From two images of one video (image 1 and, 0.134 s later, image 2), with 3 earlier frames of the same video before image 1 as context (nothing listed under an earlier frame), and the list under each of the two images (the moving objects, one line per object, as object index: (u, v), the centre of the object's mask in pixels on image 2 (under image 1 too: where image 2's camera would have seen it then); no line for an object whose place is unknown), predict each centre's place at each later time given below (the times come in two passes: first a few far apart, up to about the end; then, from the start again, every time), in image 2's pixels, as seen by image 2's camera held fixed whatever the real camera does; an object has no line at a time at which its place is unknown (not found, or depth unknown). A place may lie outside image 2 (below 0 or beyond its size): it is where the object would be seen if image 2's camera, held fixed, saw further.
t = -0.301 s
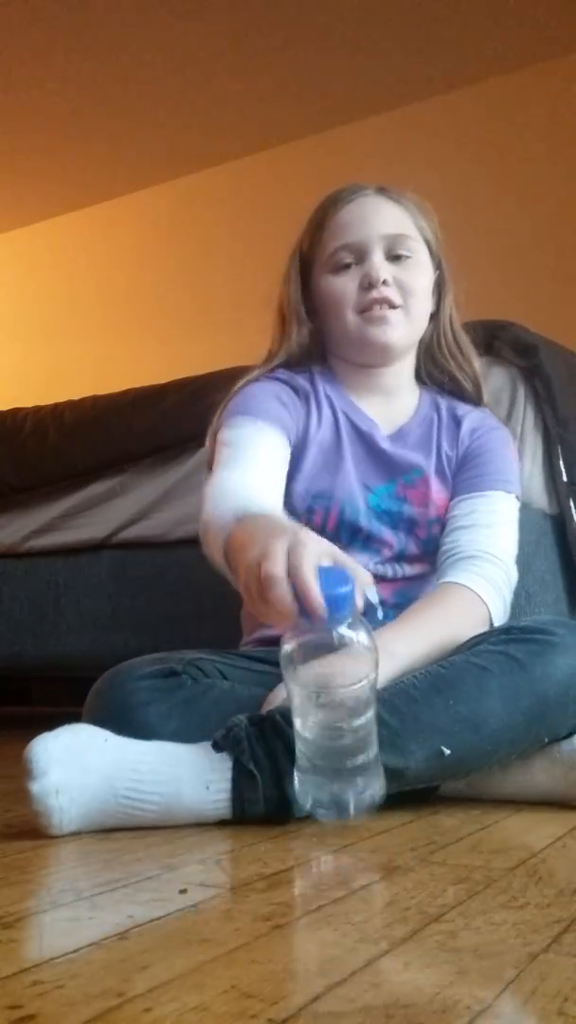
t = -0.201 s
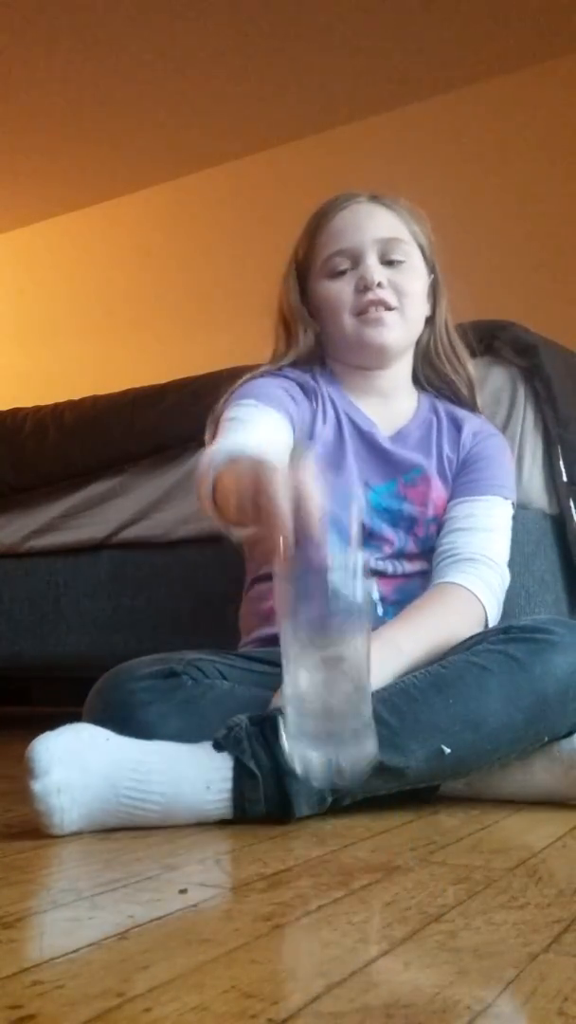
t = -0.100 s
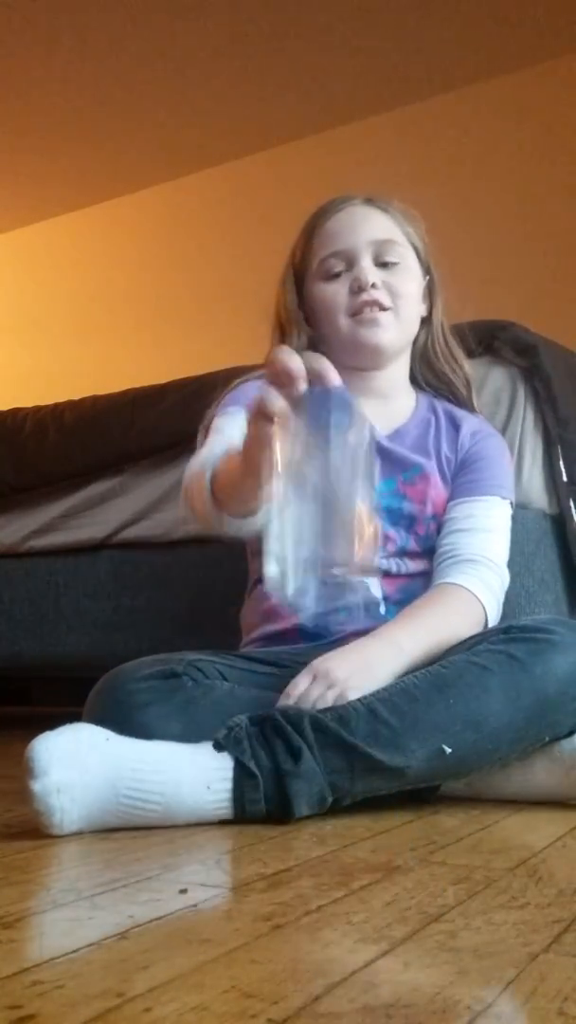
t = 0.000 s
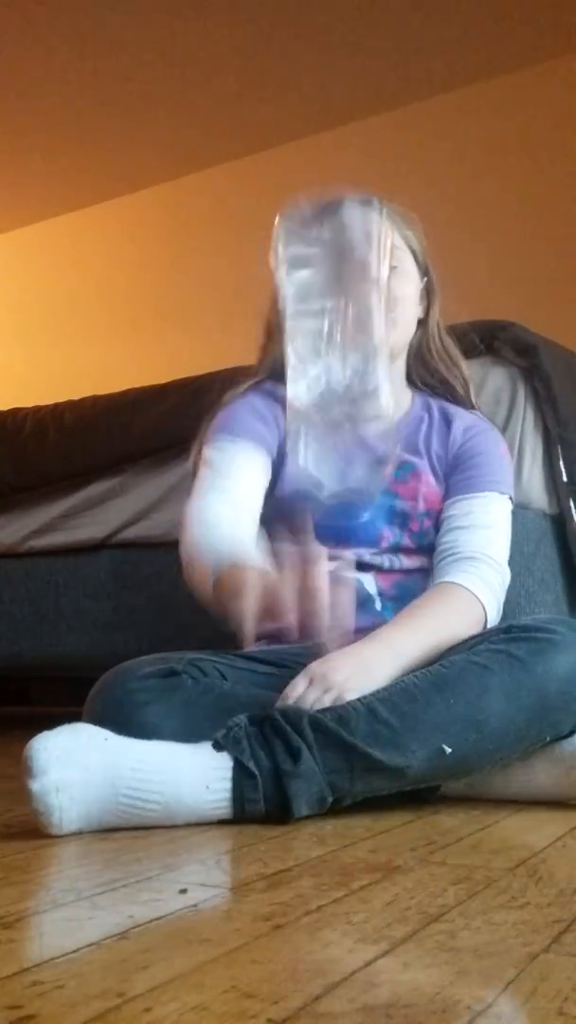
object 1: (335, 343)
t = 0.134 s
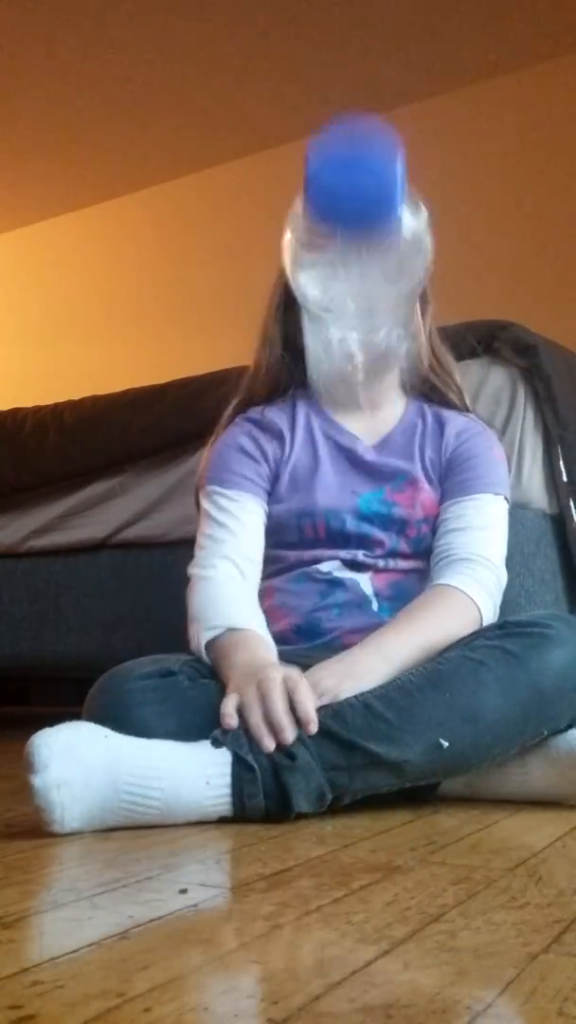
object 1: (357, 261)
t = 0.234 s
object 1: (383, 479)
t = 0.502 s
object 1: (510, 856)
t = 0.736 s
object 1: (541, 889)
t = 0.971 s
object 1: (553, 890)
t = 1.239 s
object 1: (555, 893)
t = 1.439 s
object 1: (558, 897)
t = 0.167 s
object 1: (364, 286)
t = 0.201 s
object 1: (372, 359)
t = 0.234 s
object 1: (383, 479)
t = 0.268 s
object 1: (397, 643)
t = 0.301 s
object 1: (414, 779)
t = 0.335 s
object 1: (451, 751)
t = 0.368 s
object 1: (476, 758)
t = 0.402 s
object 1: (490, 770)
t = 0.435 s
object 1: (498, 799)
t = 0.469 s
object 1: (507, 820)
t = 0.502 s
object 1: (510, 856)
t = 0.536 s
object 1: (516, 878)
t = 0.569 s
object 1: (528, 885)
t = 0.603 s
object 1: (530, 884)
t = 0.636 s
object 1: (532, 885)
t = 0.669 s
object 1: (535, 886)
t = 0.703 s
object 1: (538, 888)
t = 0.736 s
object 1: (541, 889)
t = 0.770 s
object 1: (543, 889)
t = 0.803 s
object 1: (544, 889)
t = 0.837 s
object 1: (547, 889)
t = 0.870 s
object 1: (550, 889)
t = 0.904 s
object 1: (552, 889)
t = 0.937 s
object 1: (553, 889)
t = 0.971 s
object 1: (553, 890)
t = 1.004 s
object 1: (553, 890)
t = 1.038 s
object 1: (554, 891)
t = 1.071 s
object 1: (554, 891)
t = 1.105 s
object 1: (554, 892)
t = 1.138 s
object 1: (554, 893)
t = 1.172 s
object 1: (555, 892)
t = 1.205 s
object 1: (555, 893)
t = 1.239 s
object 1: (555, 893)
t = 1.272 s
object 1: (555, 894)
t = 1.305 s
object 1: (556, 895)
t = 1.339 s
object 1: (558, 896)
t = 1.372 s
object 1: (558, 896)
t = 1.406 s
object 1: (558, 897)
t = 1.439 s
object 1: (558, 897)
